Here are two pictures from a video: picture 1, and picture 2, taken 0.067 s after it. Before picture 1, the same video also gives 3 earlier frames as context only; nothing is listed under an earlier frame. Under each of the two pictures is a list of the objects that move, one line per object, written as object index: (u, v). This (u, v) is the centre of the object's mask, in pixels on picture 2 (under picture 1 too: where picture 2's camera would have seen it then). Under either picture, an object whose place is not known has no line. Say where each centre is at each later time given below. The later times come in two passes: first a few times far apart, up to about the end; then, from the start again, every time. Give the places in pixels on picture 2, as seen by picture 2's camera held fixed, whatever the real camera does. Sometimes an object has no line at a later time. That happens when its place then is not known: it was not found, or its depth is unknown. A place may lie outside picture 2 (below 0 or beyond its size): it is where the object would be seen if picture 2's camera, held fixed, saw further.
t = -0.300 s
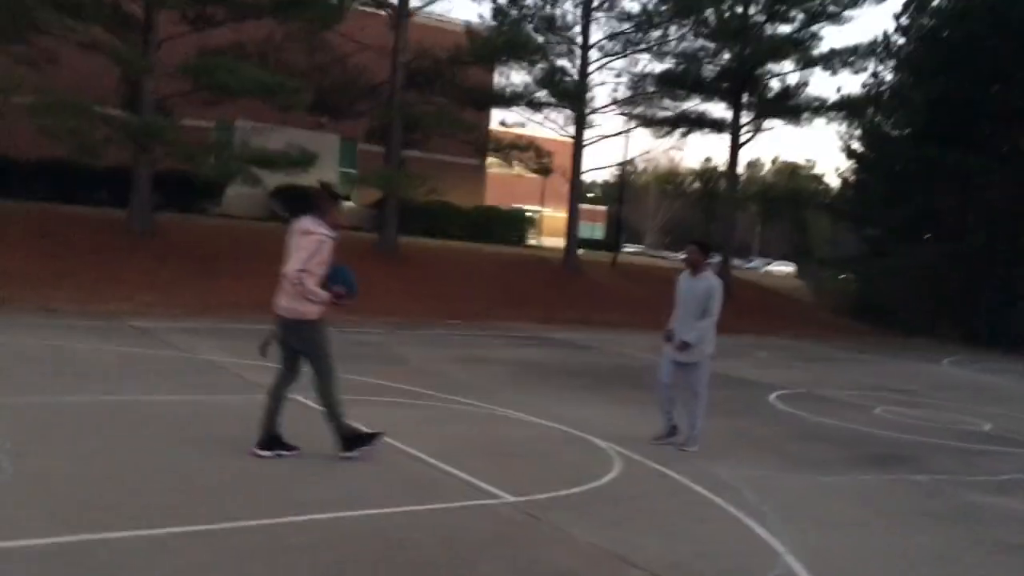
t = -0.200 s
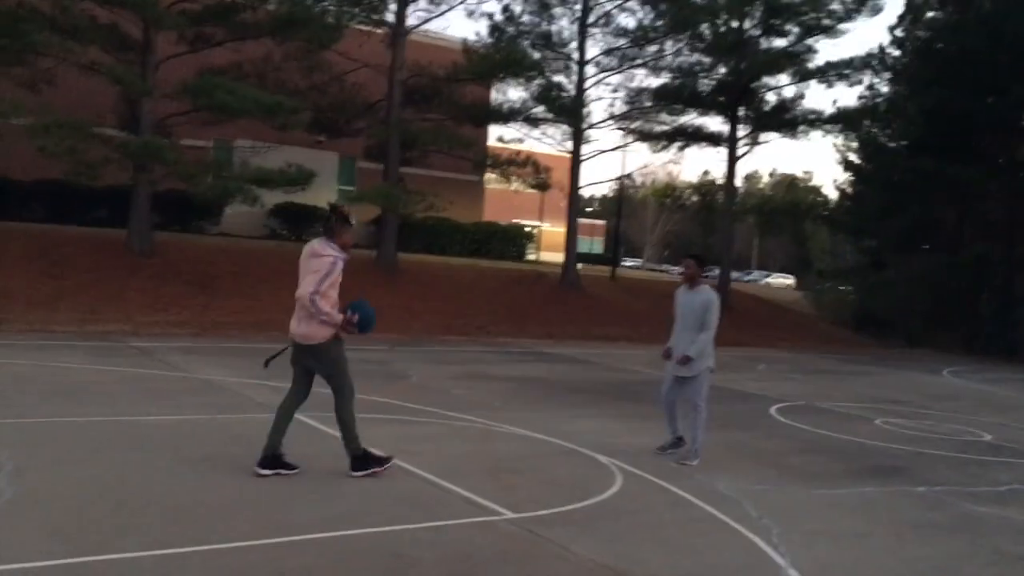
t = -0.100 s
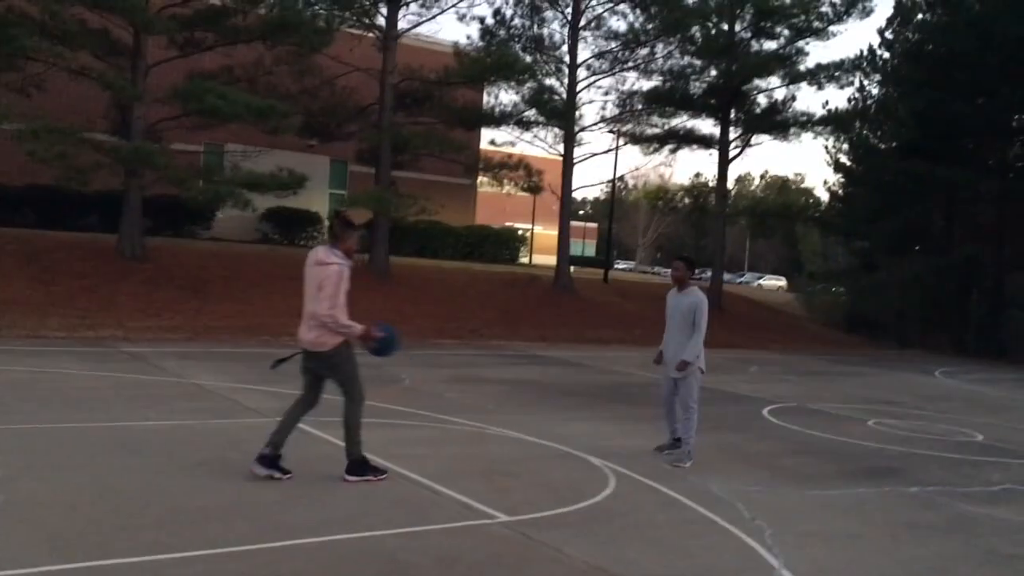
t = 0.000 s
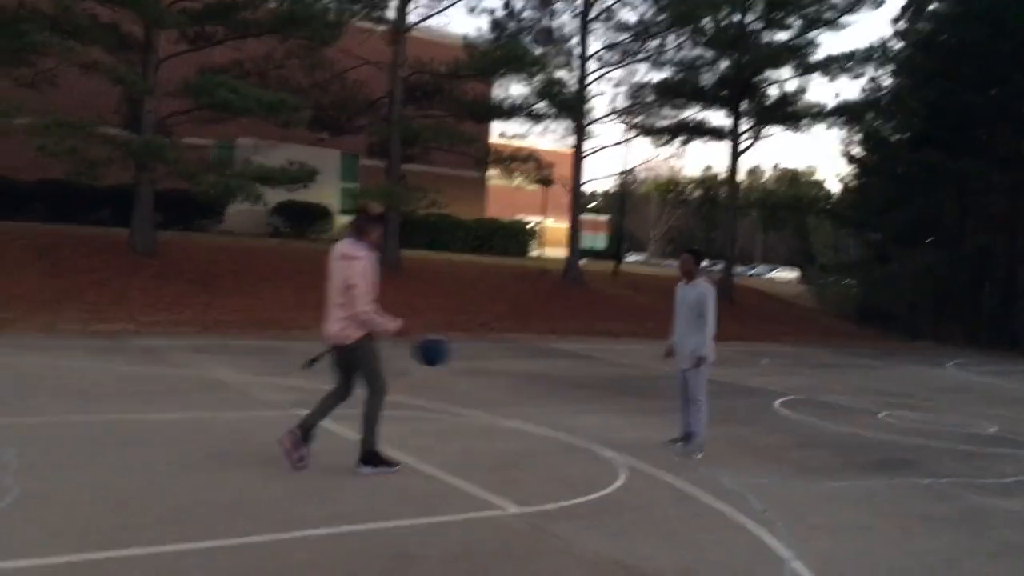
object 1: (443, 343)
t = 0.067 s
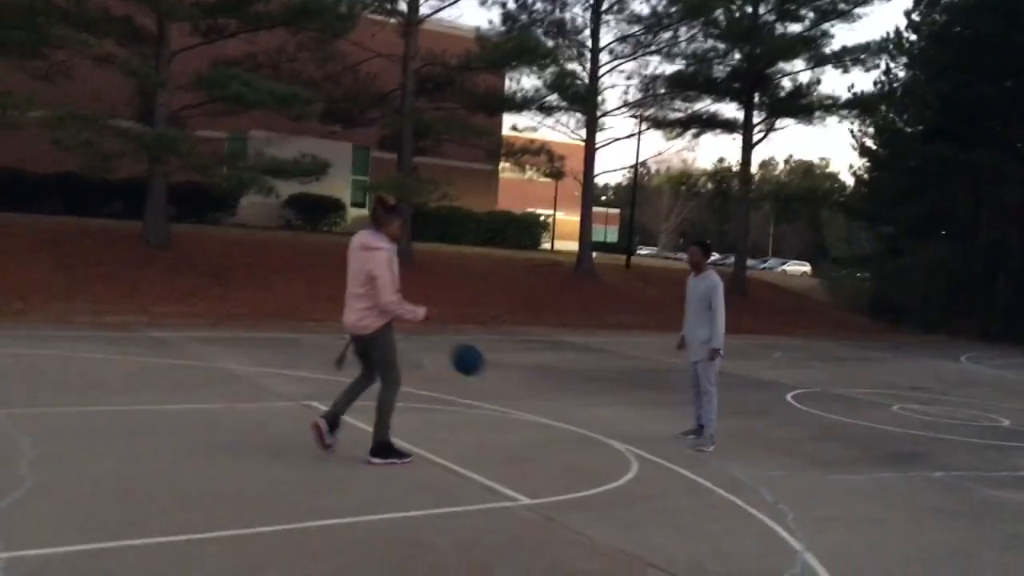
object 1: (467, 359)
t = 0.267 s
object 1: (532, 440)
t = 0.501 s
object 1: (594, 368)
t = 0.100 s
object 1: (479, 370)
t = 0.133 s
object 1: (490, 382)
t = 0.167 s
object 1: (502, 395)
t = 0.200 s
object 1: (512, 409)
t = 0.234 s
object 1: (523, 426)
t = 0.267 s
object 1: (532, 440)
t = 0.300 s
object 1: (542, 427)
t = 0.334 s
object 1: (552, 412)
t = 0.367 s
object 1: (559, 403)
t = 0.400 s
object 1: (569, 392)
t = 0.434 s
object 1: (577, 381)
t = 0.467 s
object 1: (586, 374)
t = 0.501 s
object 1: (594, 368)
